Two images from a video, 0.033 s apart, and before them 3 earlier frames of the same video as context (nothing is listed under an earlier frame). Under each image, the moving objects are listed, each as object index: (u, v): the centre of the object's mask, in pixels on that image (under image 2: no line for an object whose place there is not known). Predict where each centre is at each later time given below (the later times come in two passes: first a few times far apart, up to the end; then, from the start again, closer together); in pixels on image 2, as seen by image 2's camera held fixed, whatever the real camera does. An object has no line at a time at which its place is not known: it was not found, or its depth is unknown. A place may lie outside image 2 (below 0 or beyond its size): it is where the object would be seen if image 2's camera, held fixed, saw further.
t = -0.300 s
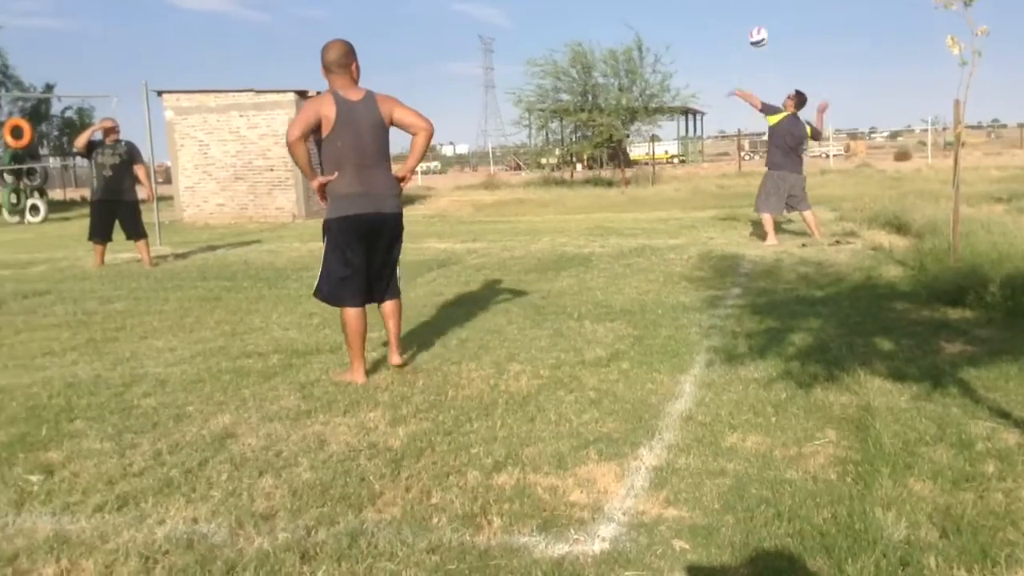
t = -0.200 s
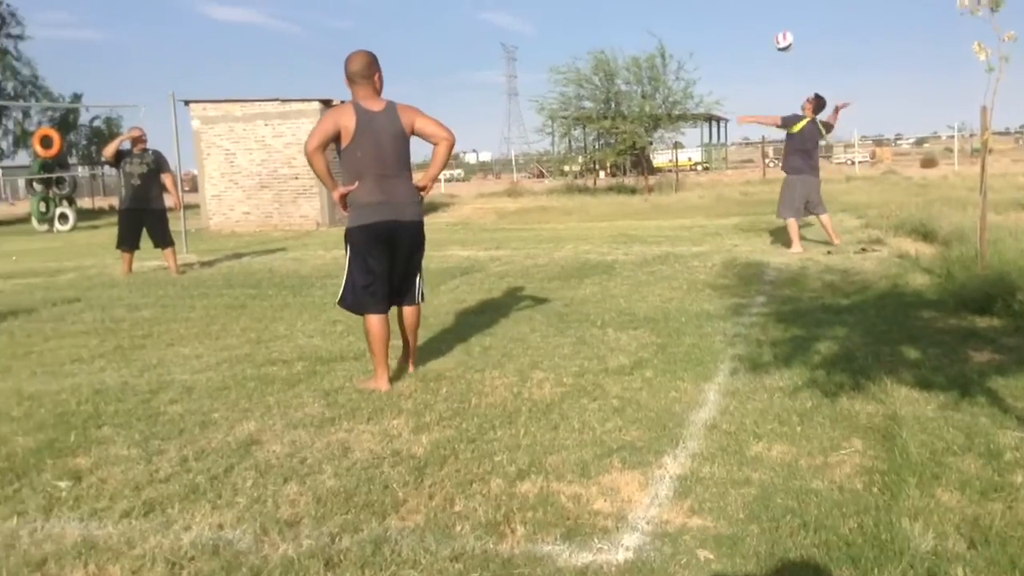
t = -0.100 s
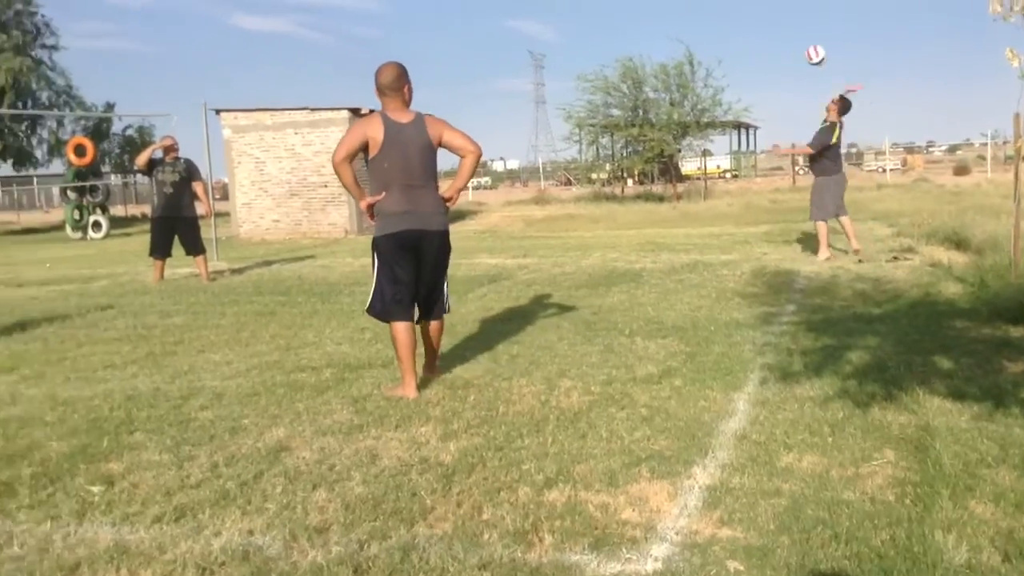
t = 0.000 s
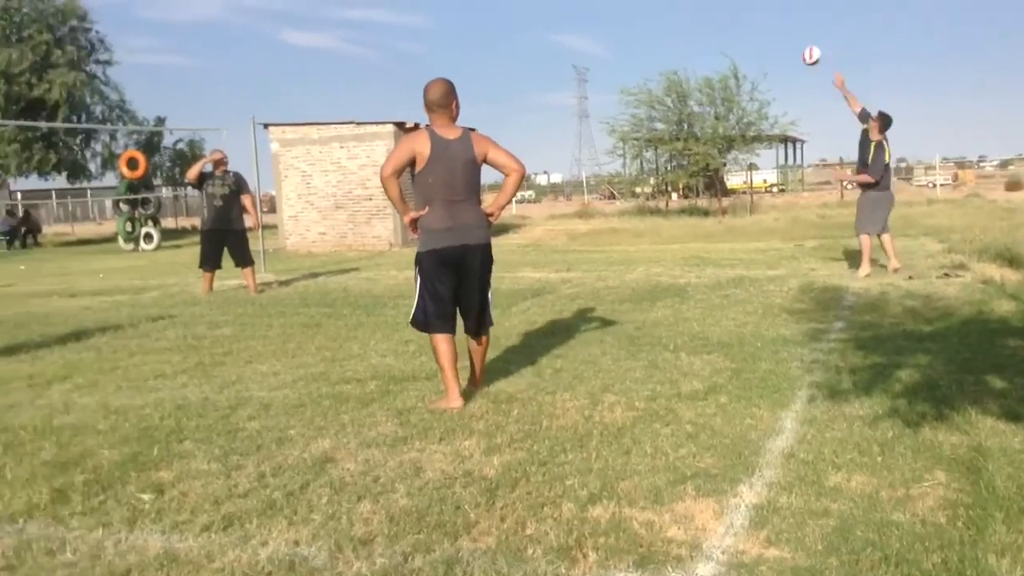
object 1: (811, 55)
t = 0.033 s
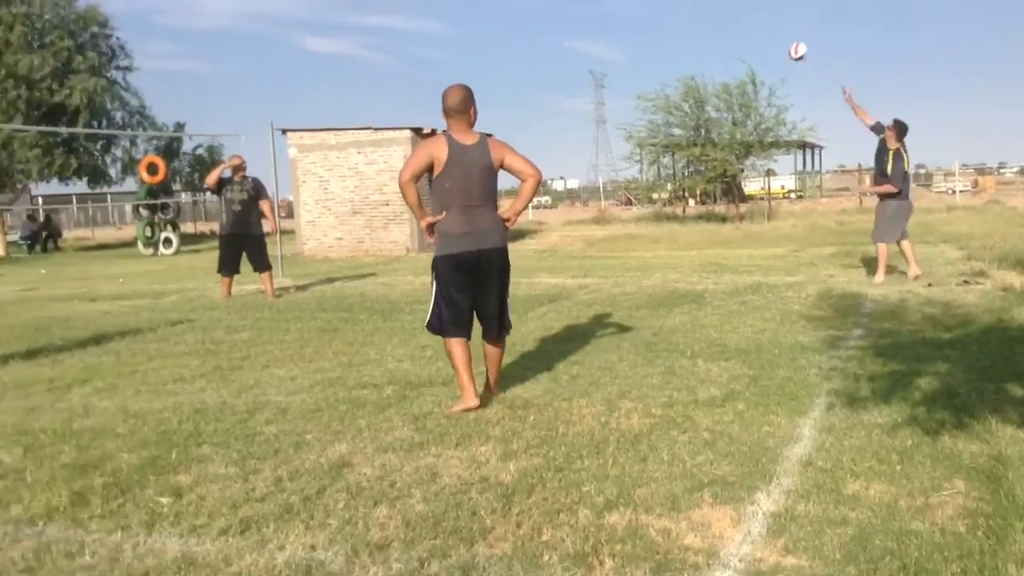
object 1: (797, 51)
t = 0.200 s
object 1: (653, 15)
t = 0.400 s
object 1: (505, 5)
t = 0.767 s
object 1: (291, 66)
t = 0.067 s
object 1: (767, 41)
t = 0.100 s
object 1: (737, 33)
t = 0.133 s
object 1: (709, 26)
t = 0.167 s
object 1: (681, 20)
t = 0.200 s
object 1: (653, 15)
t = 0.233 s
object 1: (627, 11)
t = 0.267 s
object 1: (602, 8)
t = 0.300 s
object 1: (576, 6)
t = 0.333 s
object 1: (552, 5)
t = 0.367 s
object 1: (528, 5)
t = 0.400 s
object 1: (505, 5)
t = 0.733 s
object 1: (307, 58)
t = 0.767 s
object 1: (291, 66)
